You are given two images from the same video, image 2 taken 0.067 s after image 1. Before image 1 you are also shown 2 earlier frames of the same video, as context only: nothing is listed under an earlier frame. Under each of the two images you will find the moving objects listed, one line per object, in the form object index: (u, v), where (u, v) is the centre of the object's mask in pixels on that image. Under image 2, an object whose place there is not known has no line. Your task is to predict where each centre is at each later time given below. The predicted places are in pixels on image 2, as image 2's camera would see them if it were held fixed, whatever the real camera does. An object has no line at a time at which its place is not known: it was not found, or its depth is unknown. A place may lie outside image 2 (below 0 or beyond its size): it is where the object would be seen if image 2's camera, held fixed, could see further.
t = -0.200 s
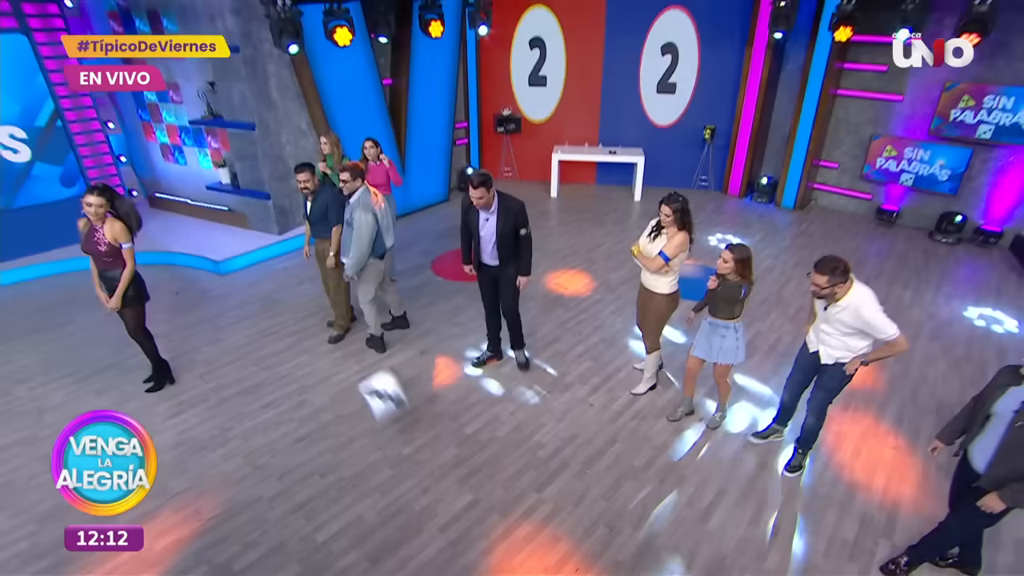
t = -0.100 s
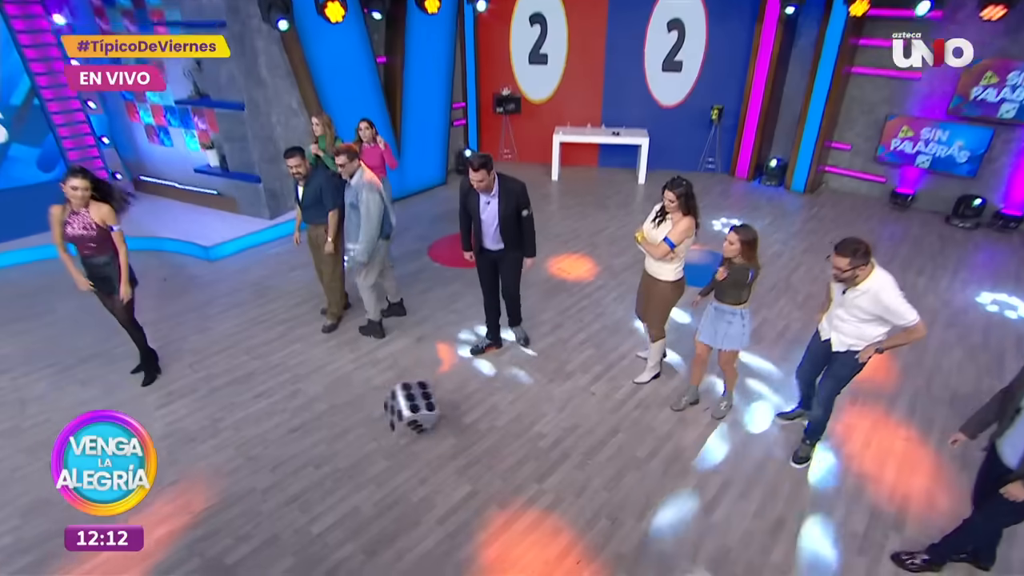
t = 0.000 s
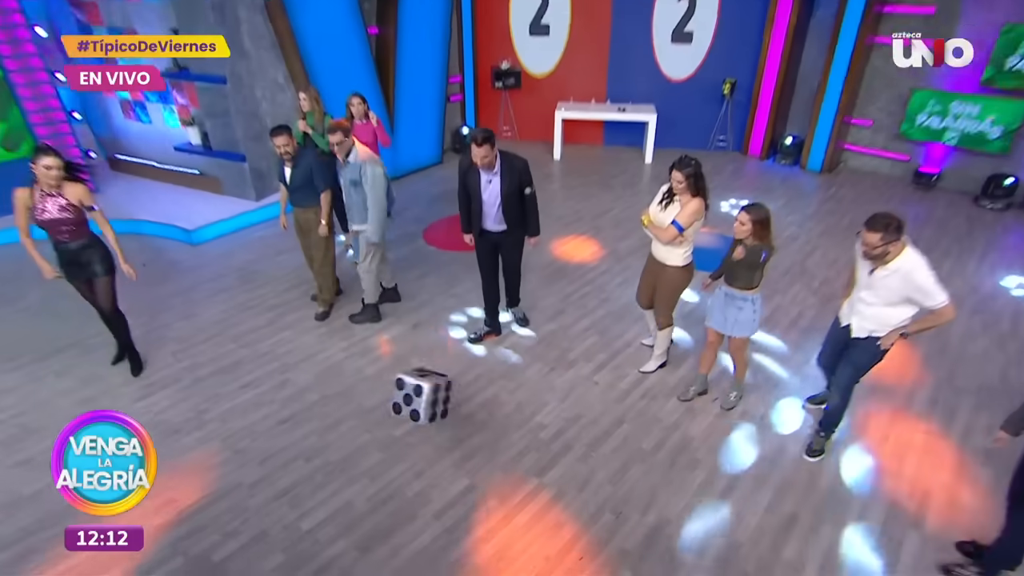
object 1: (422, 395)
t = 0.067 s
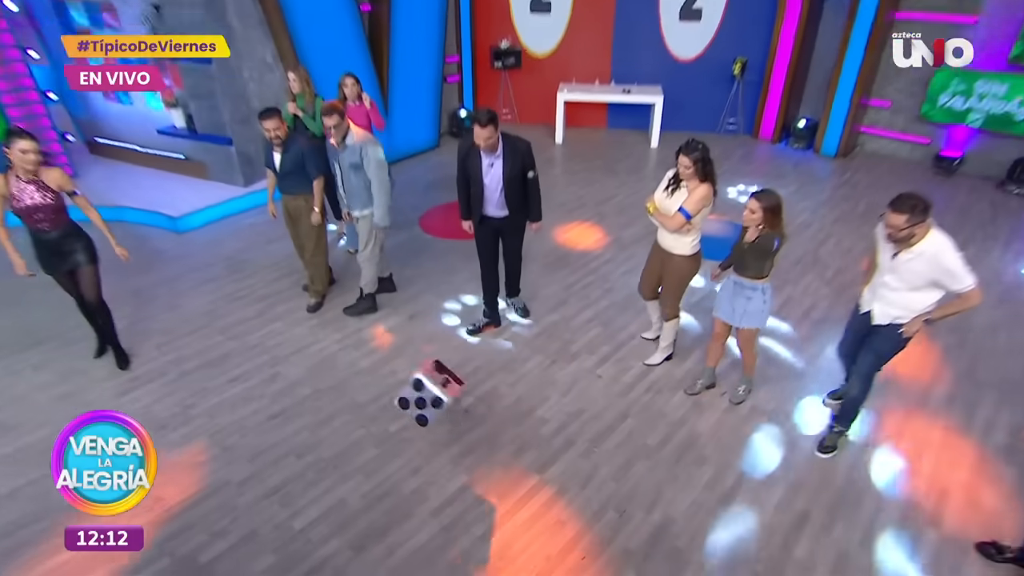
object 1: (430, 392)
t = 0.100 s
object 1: (437, 397)
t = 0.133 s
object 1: (444, 402)
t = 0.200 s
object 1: (460, 415)
